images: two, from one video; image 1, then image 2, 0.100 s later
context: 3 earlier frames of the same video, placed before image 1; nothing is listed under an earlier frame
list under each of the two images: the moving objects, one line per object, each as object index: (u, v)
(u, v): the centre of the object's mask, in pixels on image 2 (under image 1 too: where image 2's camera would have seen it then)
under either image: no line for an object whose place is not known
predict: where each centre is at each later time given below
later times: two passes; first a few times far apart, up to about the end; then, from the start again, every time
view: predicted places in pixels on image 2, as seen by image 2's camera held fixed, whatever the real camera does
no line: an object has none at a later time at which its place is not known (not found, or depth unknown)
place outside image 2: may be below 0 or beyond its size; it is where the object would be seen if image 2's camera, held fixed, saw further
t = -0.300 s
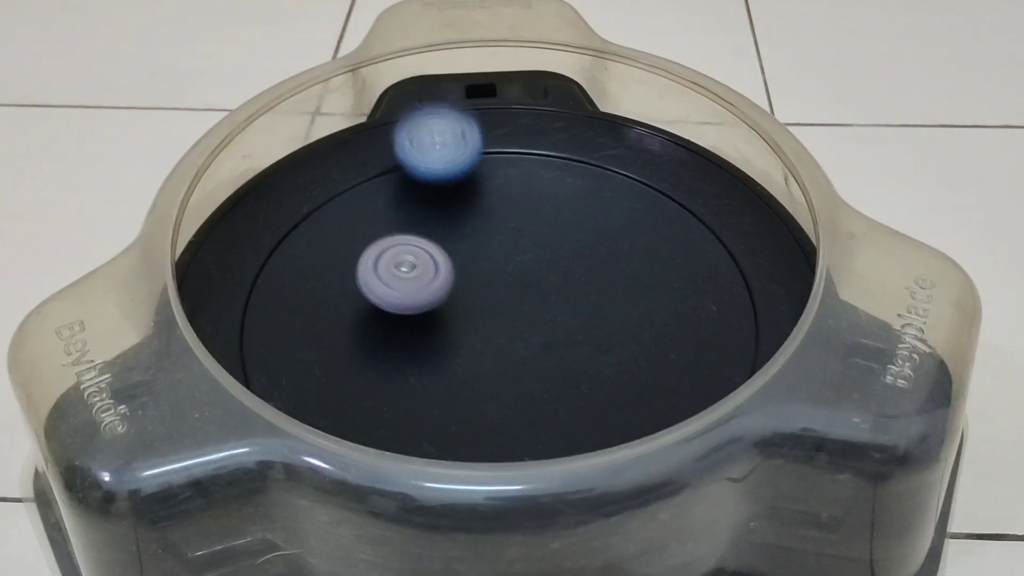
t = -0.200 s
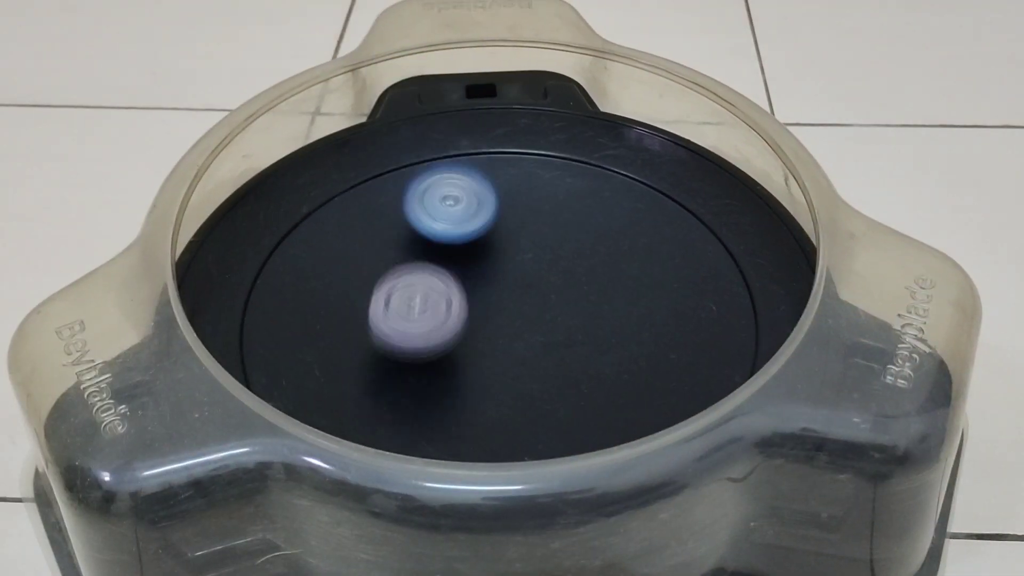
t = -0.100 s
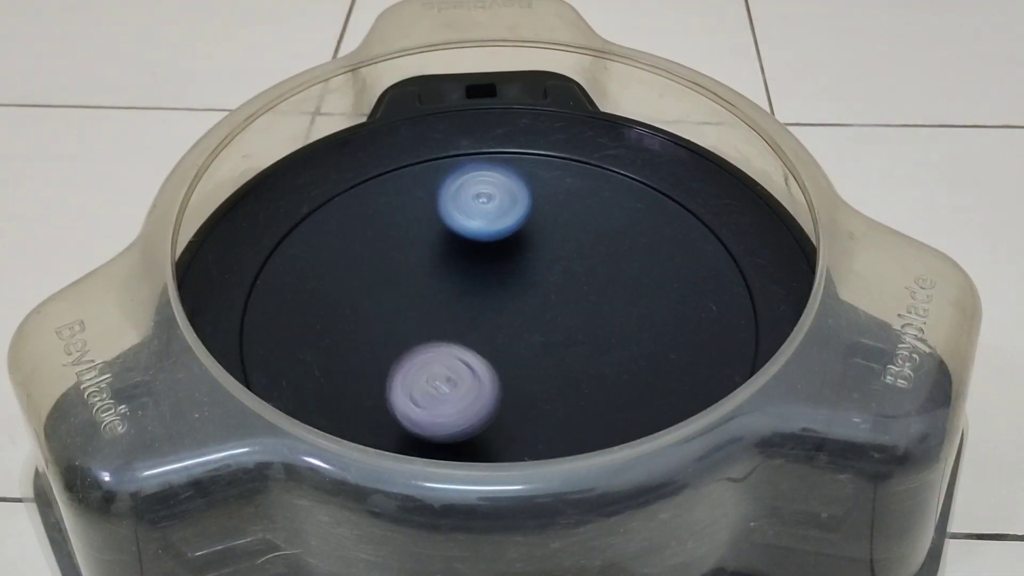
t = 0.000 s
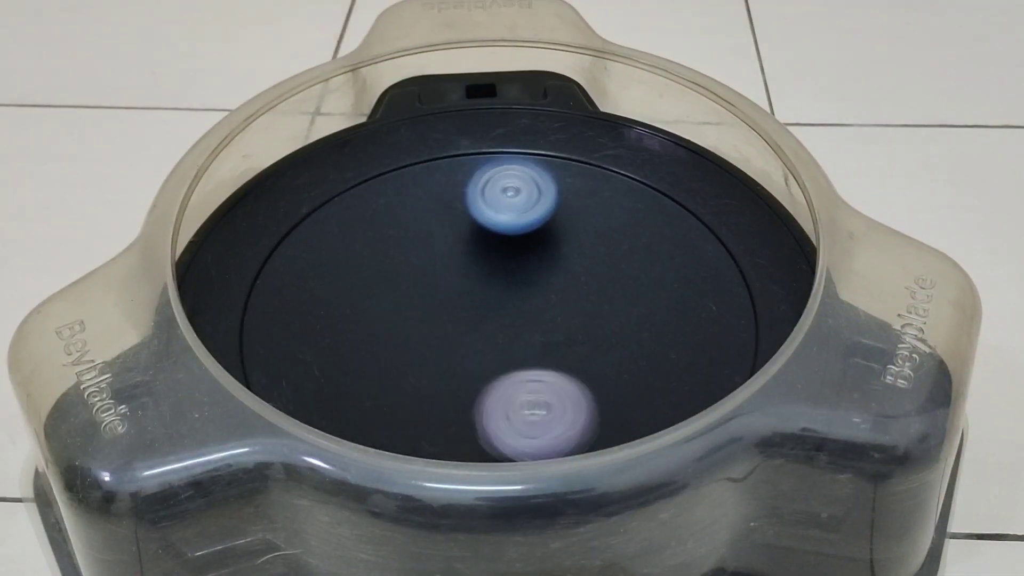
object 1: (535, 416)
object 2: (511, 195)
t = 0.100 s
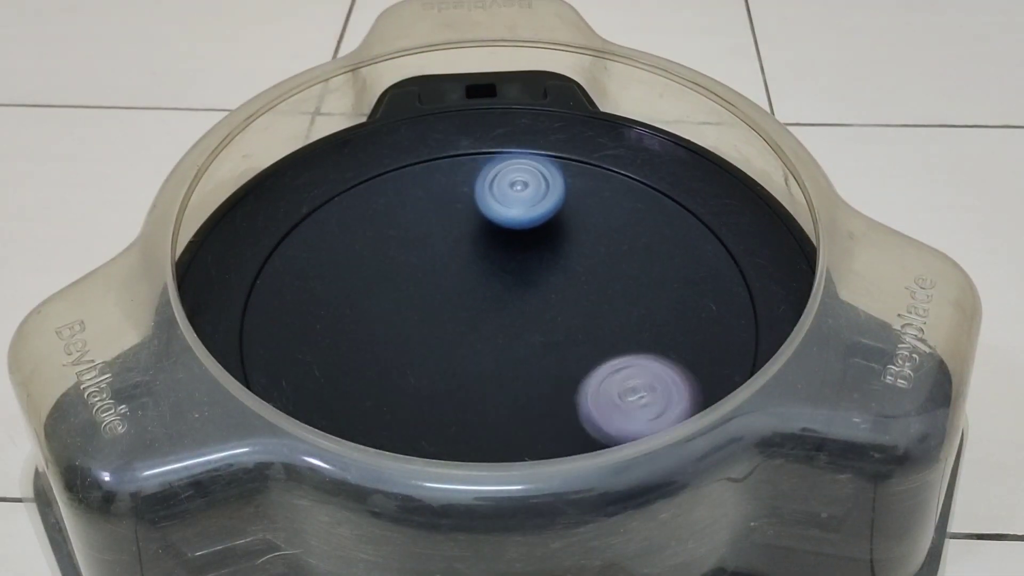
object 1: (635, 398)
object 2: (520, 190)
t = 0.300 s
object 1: (734, 297)
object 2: (532, 238)
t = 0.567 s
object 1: (697, 163)
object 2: (565, 274)
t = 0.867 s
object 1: (566, 171)
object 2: (534, 291)
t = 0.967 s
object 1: (506, 212)
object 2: (554, 320)
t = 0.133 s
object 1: (663, 386)
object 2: (518, 190)
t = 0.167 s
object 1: (687, 371)
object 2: (516, 193)
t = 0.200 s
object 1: (708, 354)
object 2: (514, 200)
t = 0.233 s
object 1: (723, 336)
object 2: (515, 211)
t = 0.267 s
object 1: (731, 316)
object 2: (521, 224)
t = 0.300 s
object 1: (734, 297)
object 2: (532, 238)
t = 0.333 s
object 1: (731, 277)
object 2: (545, 248)
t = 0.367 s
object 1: (723, 258)
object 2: (562, 256)
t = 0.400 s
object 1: (709, 242)
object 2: (581, 261)
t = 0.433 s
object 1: (693, 229)
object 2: (598, 265)
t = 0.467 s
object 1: (702, 205)
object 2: (589, 269)
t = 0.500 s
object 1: (704, 185)
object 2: (577, 273)
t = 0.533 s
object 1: (702, 172)
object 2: (569, 273)
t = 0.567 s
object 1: (697, 163)
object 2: (565, 274)
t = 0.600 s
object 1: (691, 156)
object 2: (565, 272)
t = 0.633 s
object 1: (682, 150)
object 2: (566, 271)
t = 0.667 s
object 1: (672, 148)
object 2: (566, 270)
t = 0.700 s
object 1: (659, 146)
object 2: (565, 268)
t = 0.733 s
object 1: (646, 146)
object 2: (560, 267)
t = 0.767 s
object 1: (632, 148)
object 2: (553, 269)
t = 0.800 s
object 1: (612, 155)
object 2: (545, 274)
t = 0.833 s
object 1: (589, 162)
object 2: (538, 281)
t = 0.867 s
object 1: (566, 171)
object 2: (534, 291)
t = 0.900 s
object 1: (543, 184)
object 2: (536, 301)
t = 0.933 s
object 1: (523, 197)
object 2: (543, 312)
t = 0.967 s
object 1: (506, 212)
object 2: (554, 320)
